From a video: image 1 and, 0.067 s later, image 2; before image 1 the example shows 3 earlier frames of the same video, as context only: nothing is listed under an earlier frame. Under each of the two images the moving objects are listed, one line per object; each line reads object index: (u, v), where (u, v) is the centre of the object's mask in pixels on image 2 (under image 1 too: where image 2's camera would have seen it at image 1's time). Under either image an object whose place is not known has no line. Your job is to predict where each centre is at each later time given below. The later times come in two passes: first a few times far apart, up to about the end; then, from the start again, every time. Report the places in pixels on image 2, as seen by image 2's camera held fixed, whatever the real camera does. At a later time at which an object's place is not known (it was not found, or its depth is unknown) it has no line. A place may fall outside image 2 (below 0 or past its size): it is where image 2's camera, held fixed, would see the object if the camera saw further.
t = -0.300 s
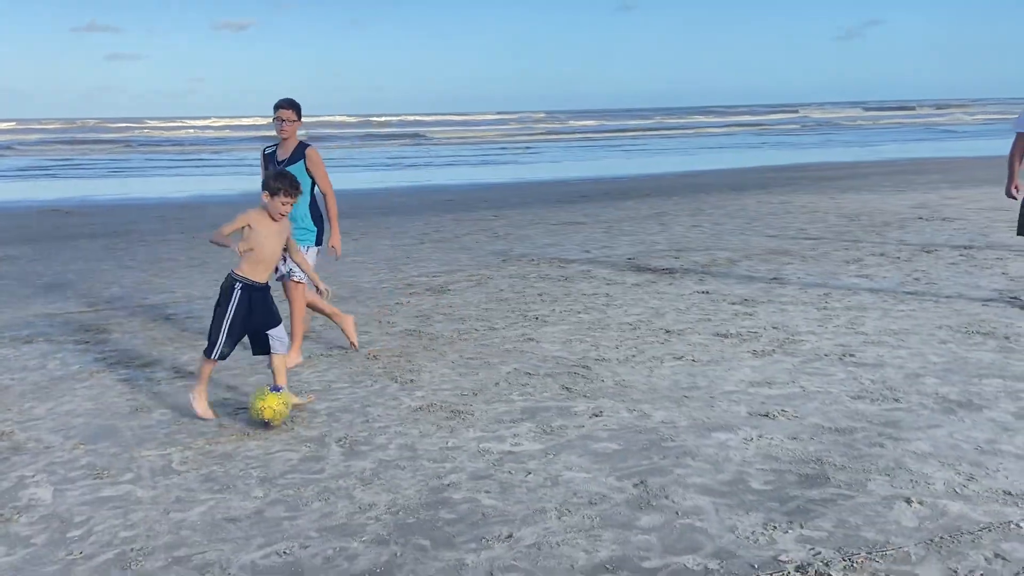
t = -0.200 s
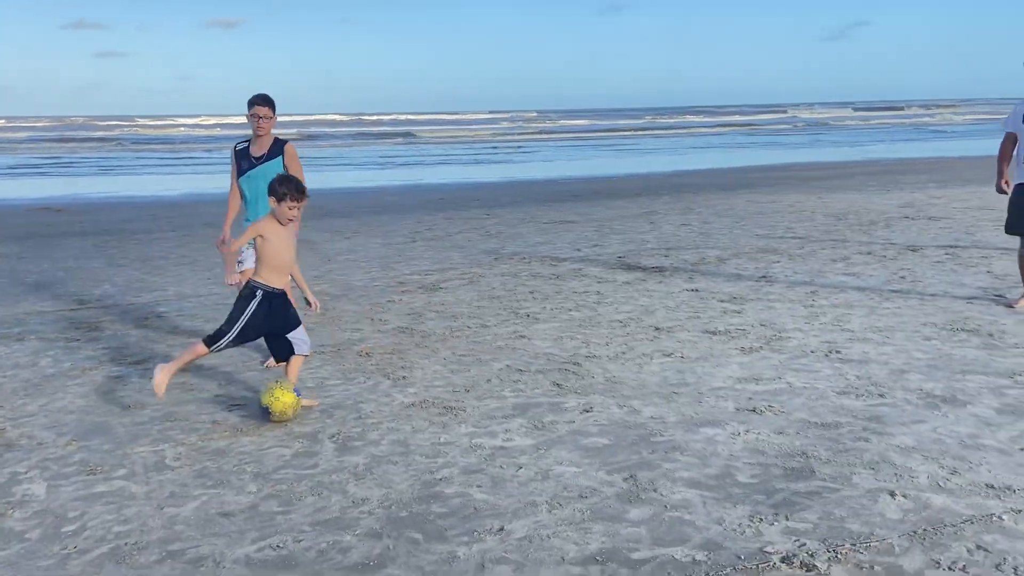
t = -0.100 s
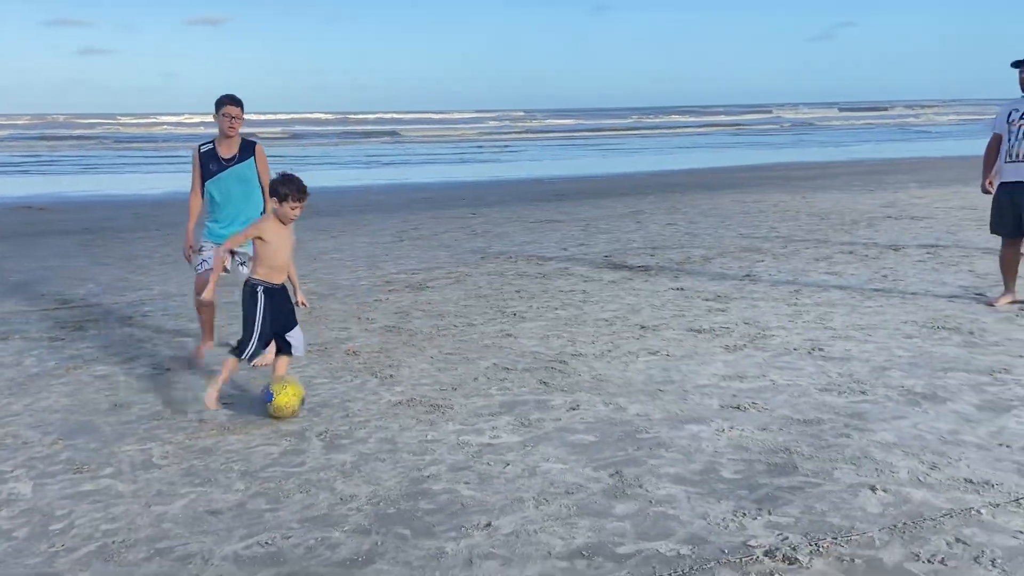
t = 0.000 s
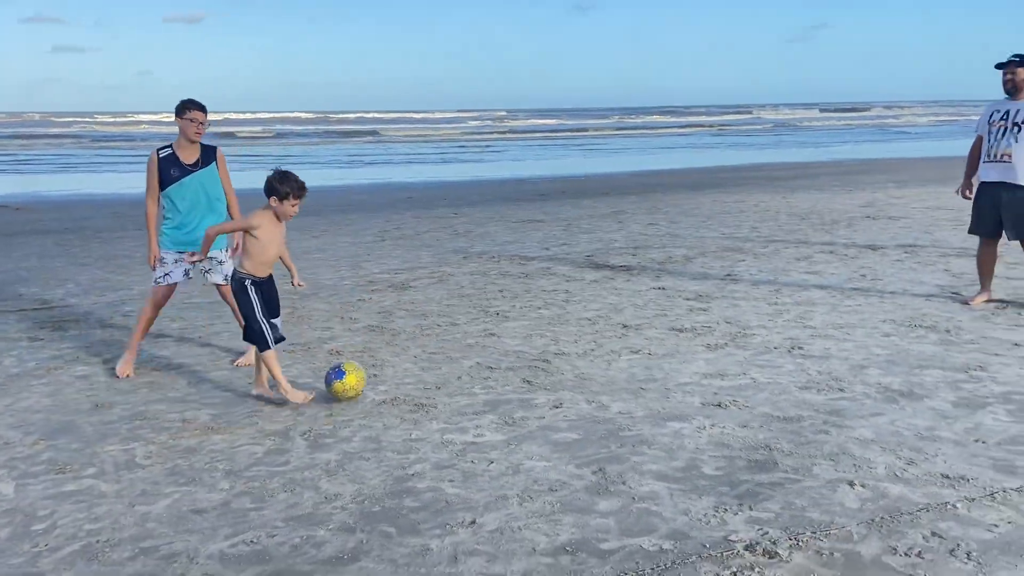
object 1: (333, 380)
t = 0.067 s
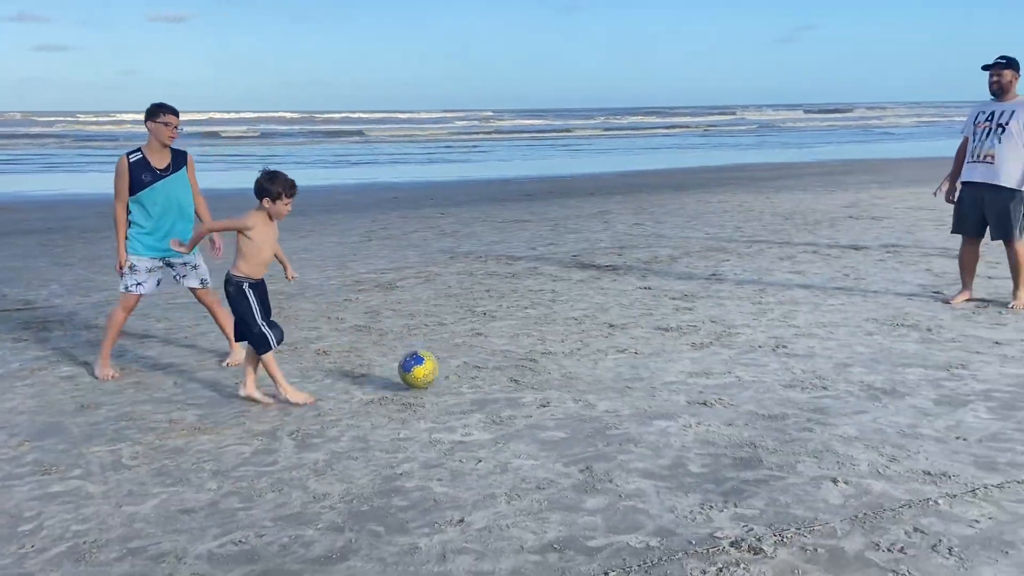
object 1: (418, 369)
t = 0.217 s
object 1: (573, 350)
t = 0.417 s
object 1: (723, 331)
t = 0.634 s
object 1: (833, 322)
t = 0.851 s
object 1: (926, 310)
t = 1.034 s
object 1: (995, 303)
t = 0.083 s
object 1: (438, 367)
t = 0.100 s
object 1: (458, 367)
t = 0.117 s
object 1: (477, 366)
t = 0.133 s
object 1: (497, 367)
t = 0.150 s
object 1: (515, 365)
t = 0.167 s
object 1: (530, 361)
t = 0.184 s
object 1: (545, 357)
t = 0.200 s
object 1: (559, 353)
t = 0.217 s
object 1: (573, 350)
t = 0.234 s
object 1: (587, 347)
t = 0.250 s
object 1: (601, 346)
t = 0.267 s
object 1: (615, 343)
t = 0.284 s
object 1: (629, 341)
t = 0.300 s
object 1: (642, 341)
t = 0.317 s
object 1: (656, 341)
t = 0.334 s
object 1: (668, 342)
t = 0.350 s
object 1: (681, 342)
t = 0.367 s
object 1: (693, 341)
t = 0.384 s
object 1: (702, 337)
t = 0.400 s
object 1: (713, 335)
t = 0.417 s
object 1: (723, 331)
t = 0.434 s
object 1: (733, 330)
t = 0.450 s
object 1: (742, 329)
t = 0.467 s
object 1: (751, 329)
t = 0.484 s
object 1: (759, 328)
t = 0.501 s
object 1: (767, 328)
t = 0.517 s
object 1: (777, 328)
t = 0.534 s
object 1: (785, 329)
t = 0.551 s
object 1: (793, 328)
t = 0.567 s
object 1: (802, 326)
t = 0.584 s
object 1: (811, 324)
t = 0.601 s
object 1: (818, 324)
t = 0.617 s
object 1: (826, 323)
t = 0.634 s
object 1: (833, 322)
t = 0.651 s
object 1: (840, 321)
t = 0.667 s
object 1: (848, 320)
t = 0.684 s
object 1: (855, 320)
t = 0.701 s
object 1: (862, 319)
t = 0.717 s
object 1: (870, 318)
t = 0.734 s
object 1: (877, 317)
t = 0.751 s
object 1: (885, 316)
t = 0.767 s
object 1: (892, 315)
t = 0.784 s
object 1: (898, 313)
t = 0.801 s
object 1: (905, 312)
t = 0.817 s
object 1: (912, 312)
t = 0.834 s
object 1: (919, 311)
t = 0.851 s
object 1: (926, 310)
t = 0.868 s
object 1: (932, 310)
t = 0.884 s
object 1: (939, 310)
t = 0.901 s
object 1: (945, 308)
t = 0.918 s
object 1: (953, 307)
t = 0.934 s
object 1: (958, 306)
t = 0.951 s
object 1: (964, 306)
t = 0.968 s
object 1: (971, 306)
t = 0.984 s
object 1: (977, 305)
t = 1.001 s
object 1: (983, 303)
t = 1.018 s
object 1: (989, 302)
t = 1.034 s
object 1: (995, 303)
